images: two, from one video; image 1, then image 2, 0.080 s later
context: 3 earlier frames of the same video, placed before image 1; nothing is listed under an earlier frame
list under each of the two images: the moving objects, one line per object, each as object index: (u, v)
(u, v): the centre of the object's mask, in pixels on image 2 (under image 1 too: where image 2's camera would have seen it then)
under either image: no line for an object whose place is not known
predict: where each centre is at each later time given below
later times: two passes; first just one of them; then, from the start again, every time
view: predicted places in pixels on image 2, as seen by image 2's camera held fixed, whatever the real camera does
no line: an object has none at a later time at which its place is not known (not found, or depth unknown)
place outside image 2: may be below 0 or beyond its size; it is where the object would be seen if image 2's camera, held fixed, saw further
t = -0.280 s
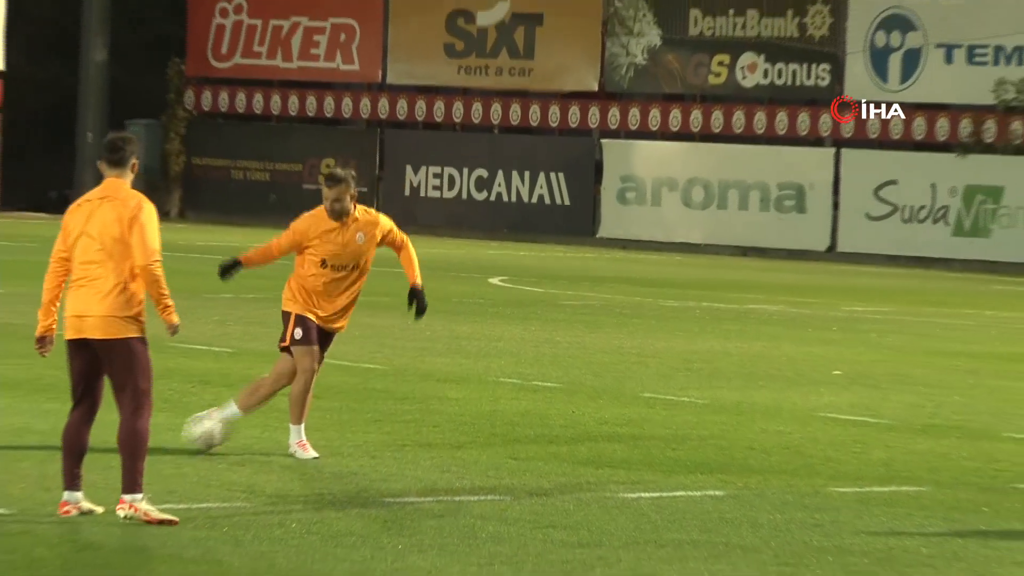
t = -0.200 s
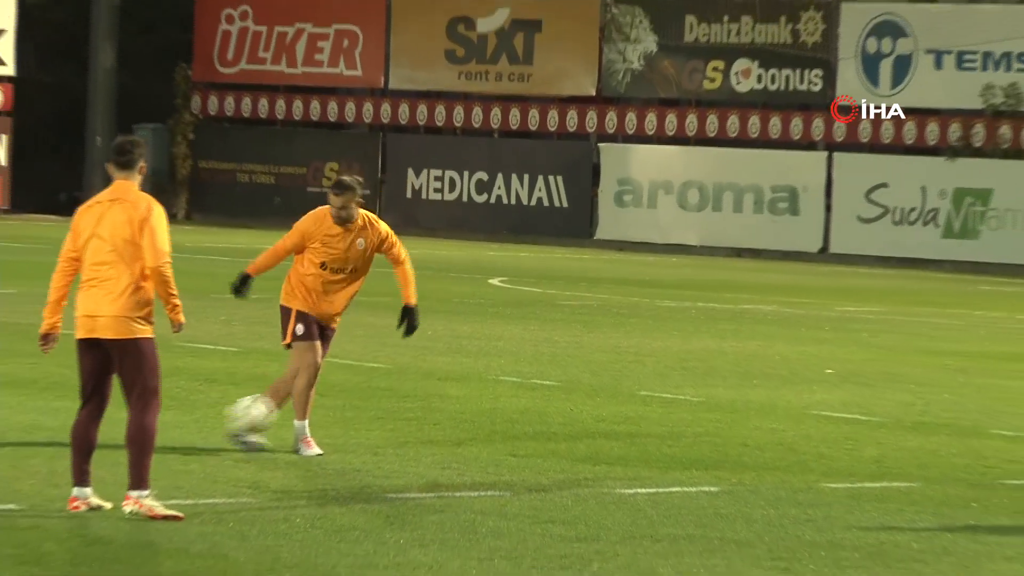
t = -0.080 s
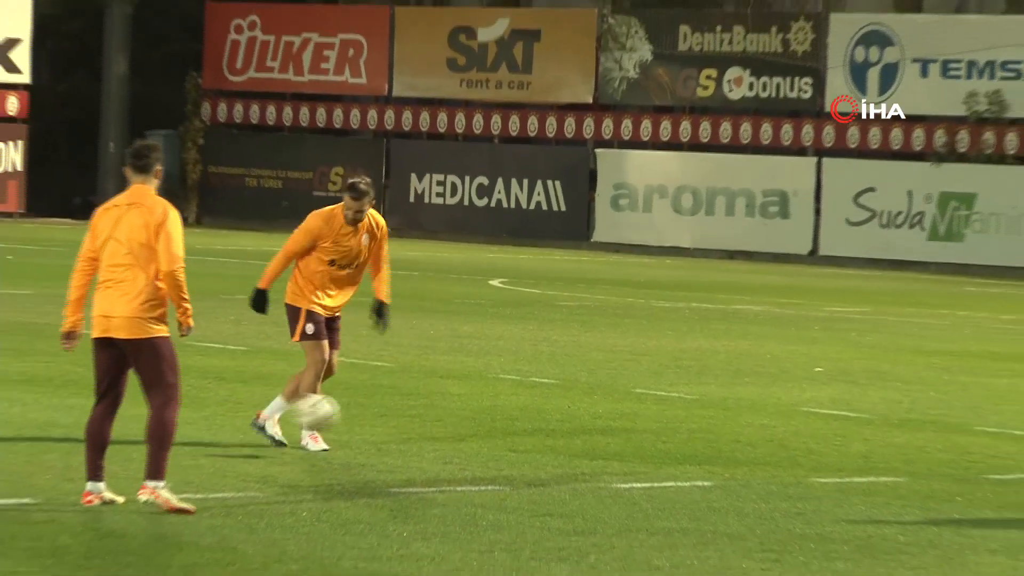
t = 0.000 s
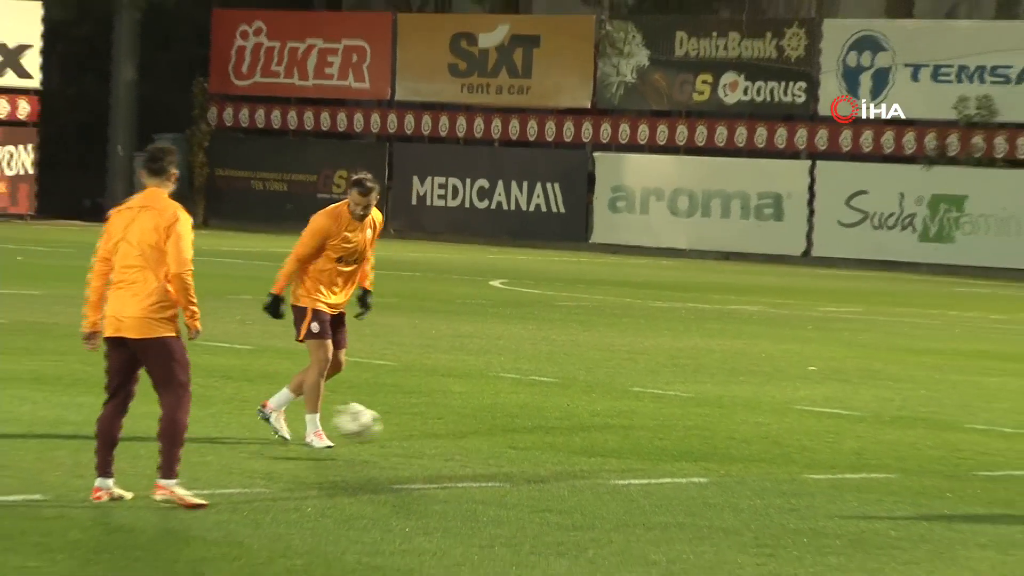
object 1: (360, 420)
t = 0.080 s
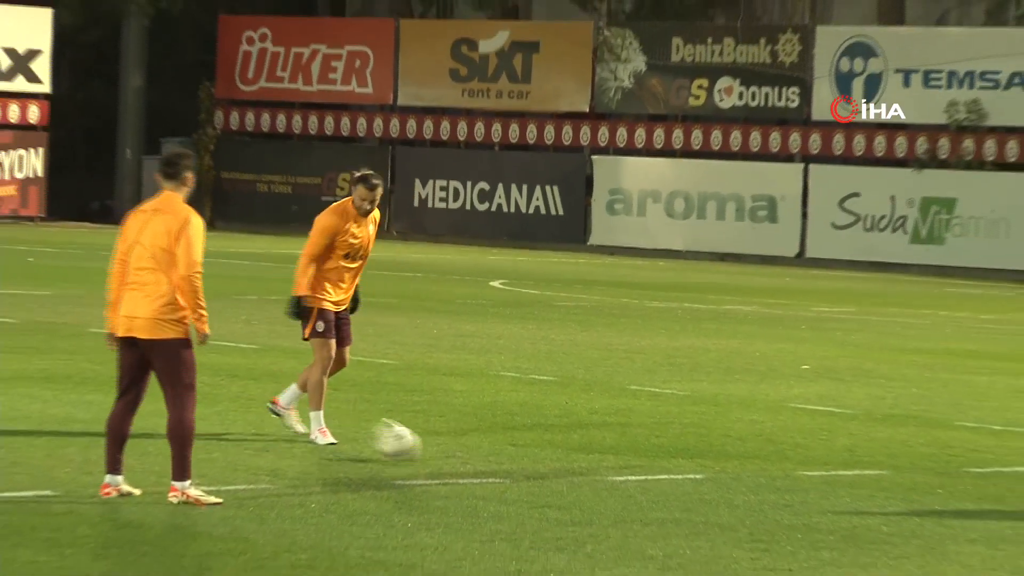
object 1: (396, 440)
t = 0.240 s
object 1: (460, 438)
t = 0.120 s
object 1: (414, 442)
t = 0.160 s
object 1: (430, 438)
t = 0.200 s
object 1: (445, 437)
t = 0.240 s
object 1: (460, 438)
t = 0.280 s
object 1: (476, 442)
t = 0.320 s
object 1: (491, 447)
